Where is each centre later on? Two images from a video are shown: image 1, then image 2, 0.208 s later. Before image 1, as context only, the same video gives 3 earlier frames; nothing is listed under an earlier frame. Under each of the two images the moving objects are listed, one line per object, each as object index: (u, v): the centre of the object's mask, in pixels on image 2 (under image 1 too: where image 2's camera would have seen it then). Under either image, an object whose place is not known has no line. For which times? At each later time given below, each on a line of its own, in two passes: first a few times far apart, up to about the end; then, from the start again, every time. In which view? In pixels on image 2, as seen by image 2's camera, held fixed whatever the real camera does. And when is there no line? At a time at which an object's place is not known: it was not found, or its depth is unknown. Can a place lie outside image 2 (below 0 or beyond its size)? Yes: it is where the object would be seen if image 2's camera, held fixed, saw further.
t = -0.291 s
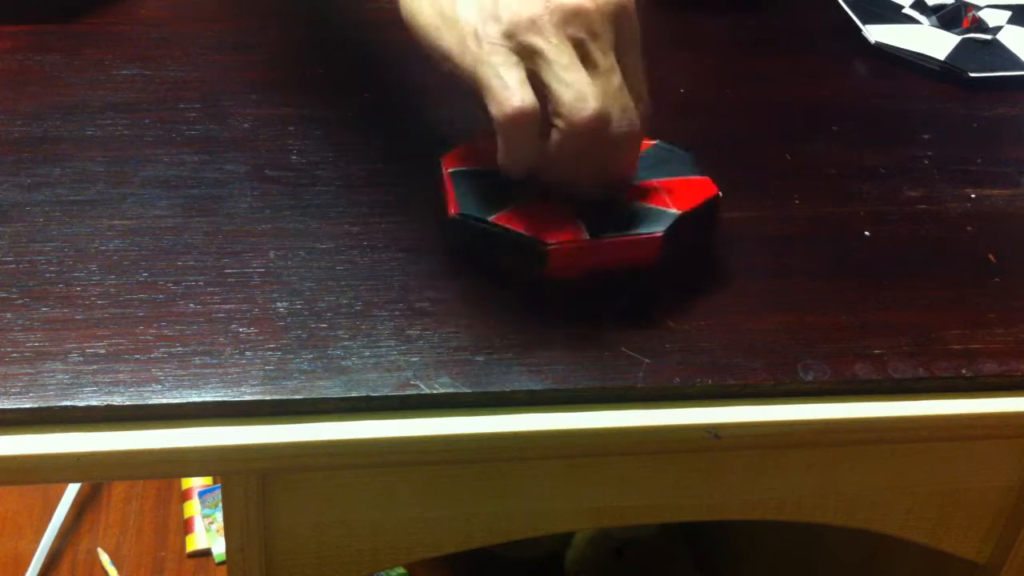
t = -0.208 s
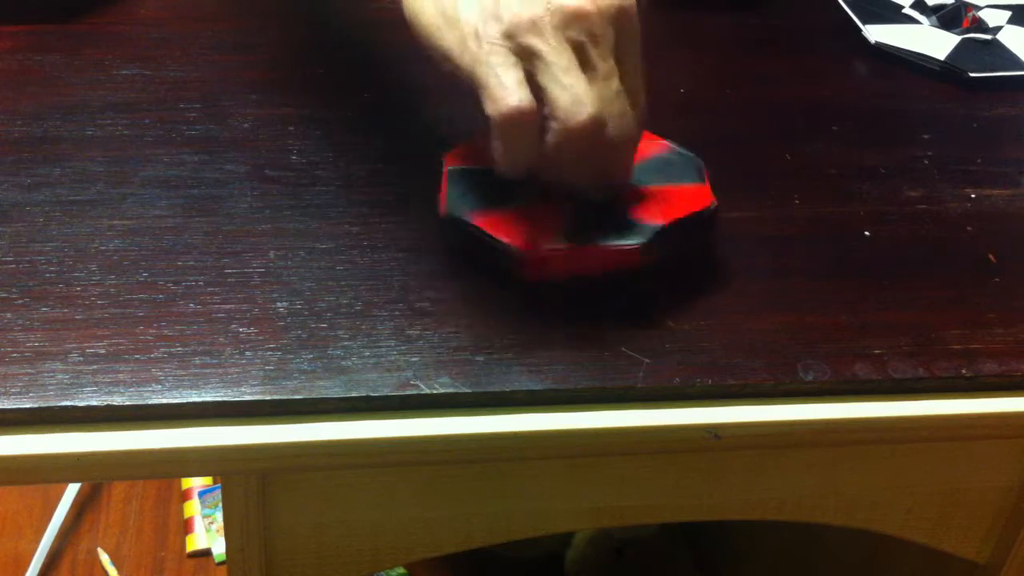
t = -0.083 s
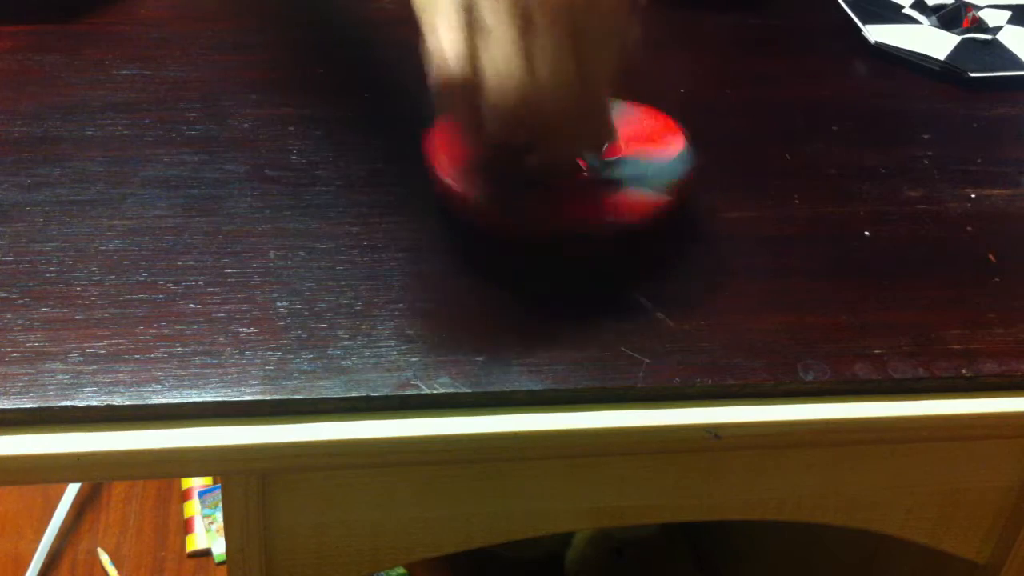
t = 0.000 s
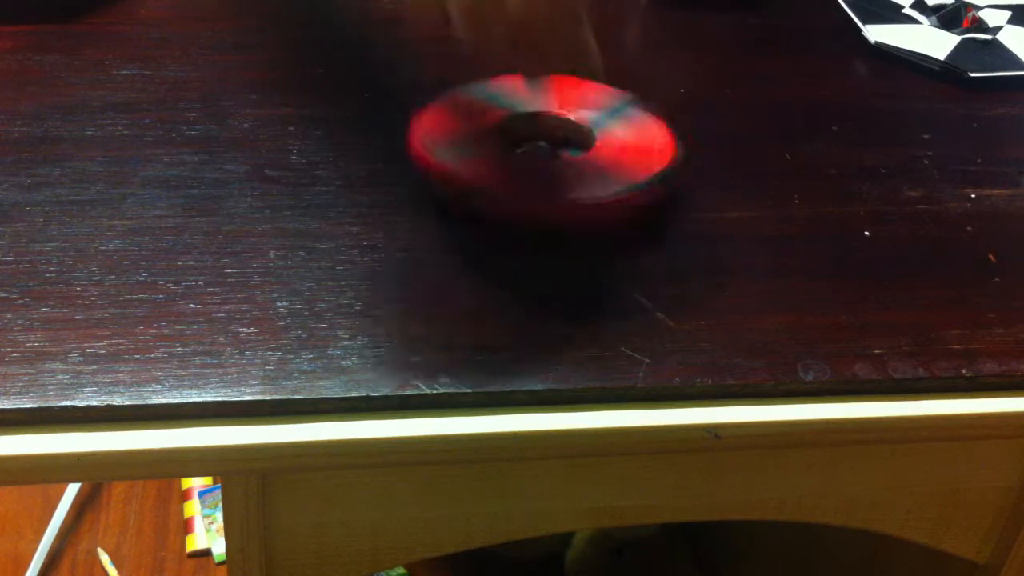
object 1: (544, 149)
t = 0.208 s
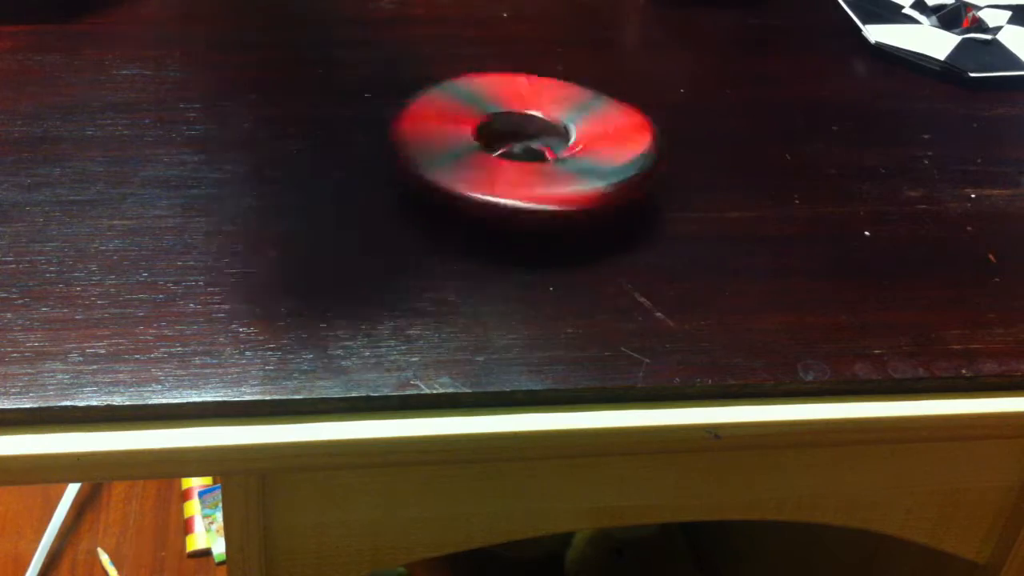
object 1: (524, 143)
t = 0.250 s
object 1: (521, 146)
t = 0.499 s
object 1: (501, 150)
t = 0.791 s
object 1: (502, 161)
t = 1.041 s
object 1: (517, 166)
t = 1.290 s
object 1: (514, 159)
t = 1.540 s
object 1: (508, 155)
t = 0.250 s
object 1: (521, 146)
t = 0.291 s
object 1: (517, 148)
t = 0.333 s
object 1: (511, 148)
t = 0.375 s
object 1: (505, 150)
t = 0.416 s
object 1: (506, 154)
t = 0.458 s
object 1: (505, 151)
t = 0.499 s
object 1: (501, 150)
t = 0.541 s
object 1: (503, 156)
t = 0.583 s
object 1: (501, 156)
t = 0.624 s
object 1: (500, 158)
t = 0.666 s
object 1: (497, 161)
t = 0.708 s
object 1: (497, 161)
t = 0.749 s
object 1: (501, 162)
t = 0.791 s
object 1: (502, 161)
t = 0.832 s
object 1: (502, 166)
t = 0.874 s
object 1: (505, 166)
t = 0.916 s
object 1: (508, 167)
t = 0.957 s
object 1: (508, 170)
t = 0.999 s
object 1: (511, 167)
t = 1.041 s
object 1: (517, 166)
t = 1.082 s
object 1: (521, 166)
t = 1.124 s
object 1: (519, 159)
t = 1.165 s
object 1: (520, 163)
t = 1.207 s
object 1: (519, 164)
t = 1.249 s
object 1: (518, 160)
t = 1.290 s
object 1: (514, 159)
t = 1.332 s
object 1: (514, 157)
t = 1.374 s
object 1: (514, 157)
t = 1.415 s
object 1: (513, 155)
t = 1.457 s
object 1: (510, 154)
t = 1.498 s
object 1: (510, 159)
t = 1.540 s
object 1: (508, 155)
